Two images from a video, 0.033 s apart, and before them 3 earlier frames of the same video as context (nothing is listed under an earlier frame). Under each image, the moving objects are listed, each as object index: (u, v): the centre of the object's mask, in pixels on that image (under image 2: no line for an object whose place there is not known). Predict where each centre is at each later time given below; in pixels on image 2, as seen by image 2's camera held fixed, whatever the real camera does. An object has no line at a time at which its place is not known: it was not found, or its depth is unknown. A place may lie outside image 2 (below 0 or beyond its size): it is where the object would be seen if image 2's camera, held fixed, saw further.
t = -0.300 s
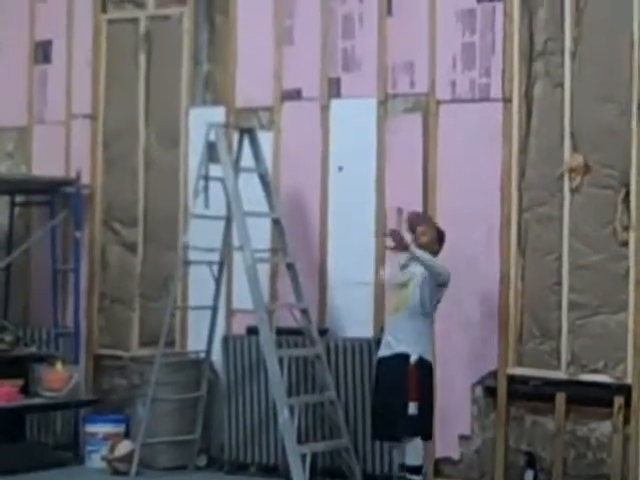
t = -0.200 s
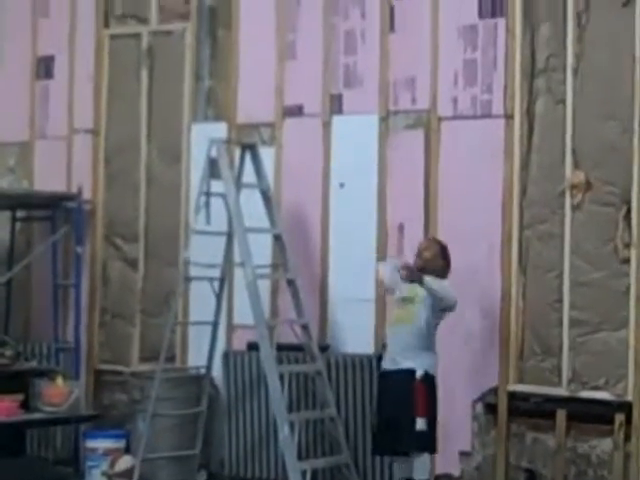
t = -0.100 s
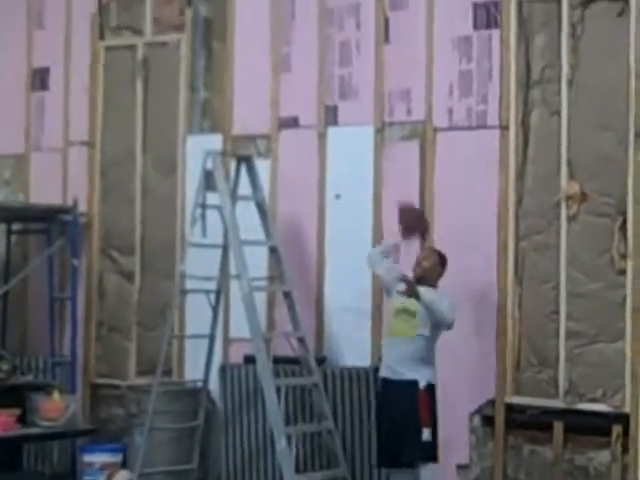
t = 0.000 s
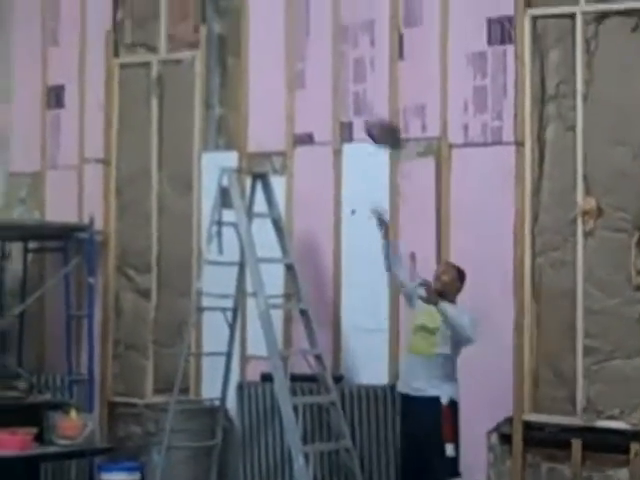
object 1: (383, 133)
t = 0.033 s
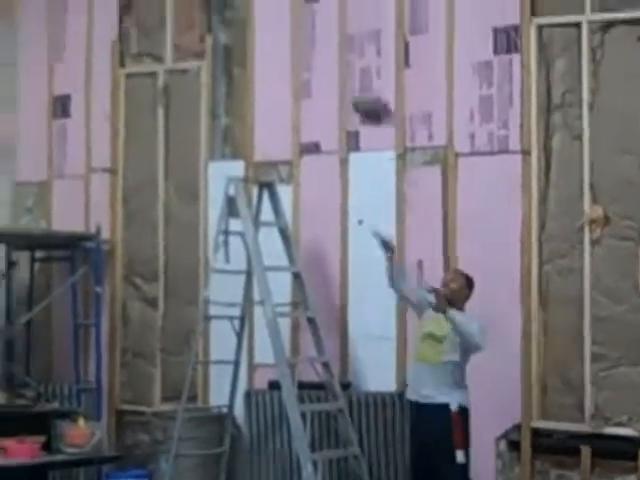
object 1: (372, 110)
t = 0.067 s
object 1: (355, 76)
